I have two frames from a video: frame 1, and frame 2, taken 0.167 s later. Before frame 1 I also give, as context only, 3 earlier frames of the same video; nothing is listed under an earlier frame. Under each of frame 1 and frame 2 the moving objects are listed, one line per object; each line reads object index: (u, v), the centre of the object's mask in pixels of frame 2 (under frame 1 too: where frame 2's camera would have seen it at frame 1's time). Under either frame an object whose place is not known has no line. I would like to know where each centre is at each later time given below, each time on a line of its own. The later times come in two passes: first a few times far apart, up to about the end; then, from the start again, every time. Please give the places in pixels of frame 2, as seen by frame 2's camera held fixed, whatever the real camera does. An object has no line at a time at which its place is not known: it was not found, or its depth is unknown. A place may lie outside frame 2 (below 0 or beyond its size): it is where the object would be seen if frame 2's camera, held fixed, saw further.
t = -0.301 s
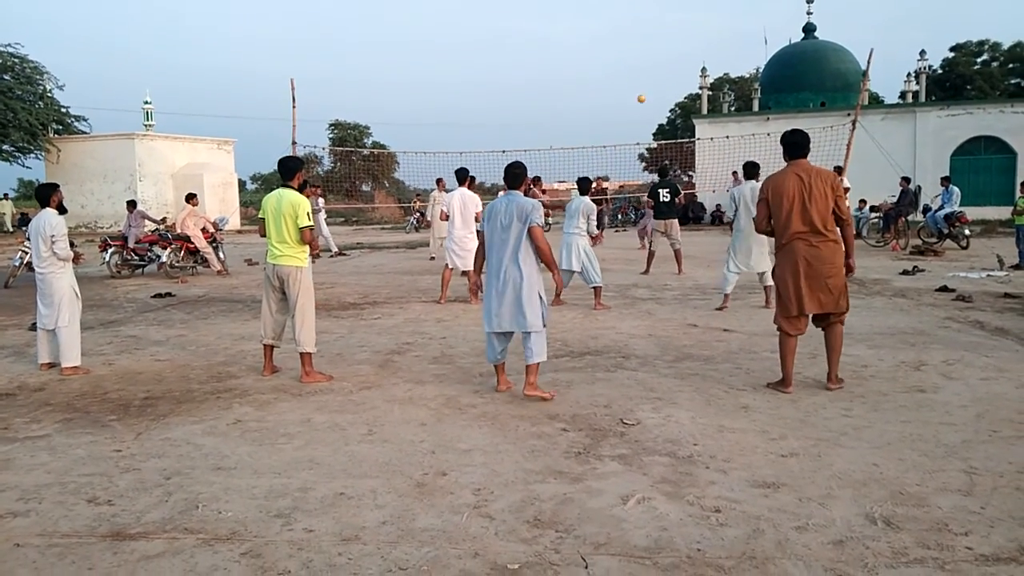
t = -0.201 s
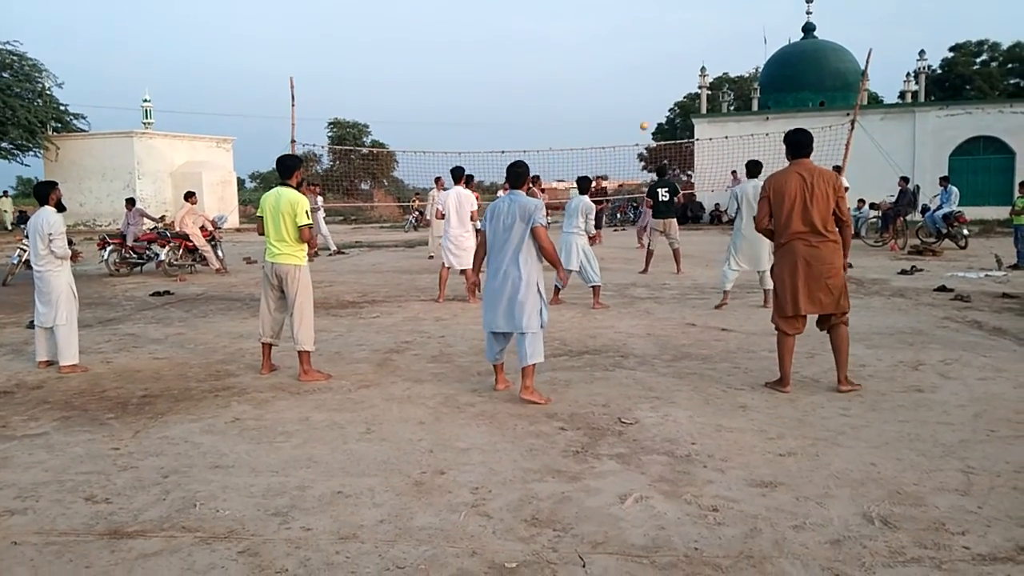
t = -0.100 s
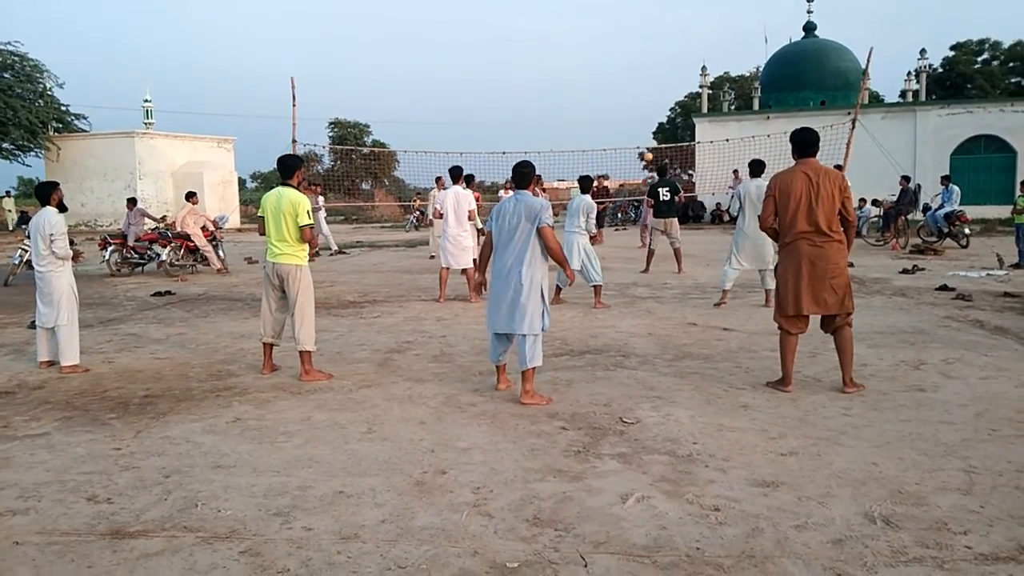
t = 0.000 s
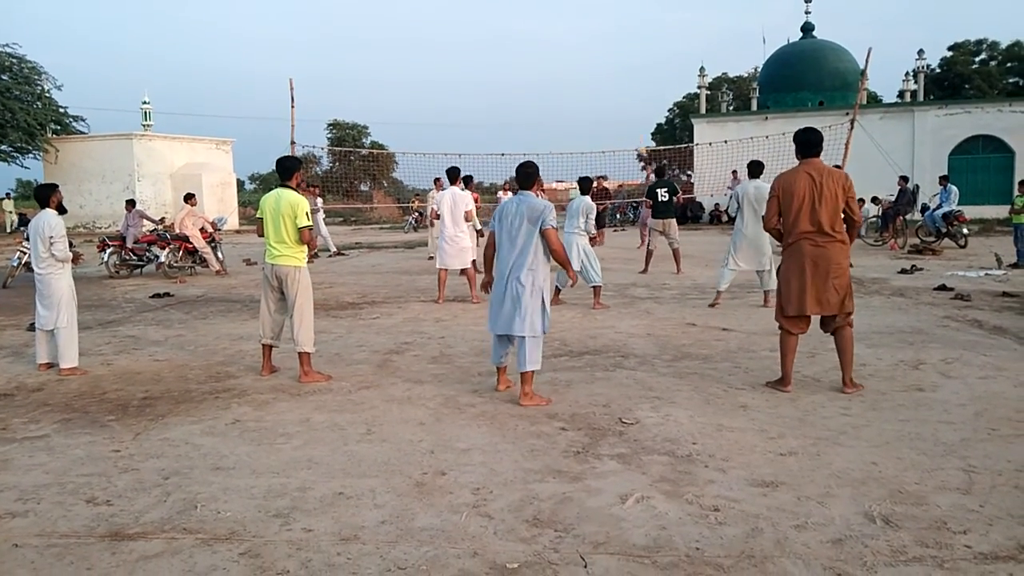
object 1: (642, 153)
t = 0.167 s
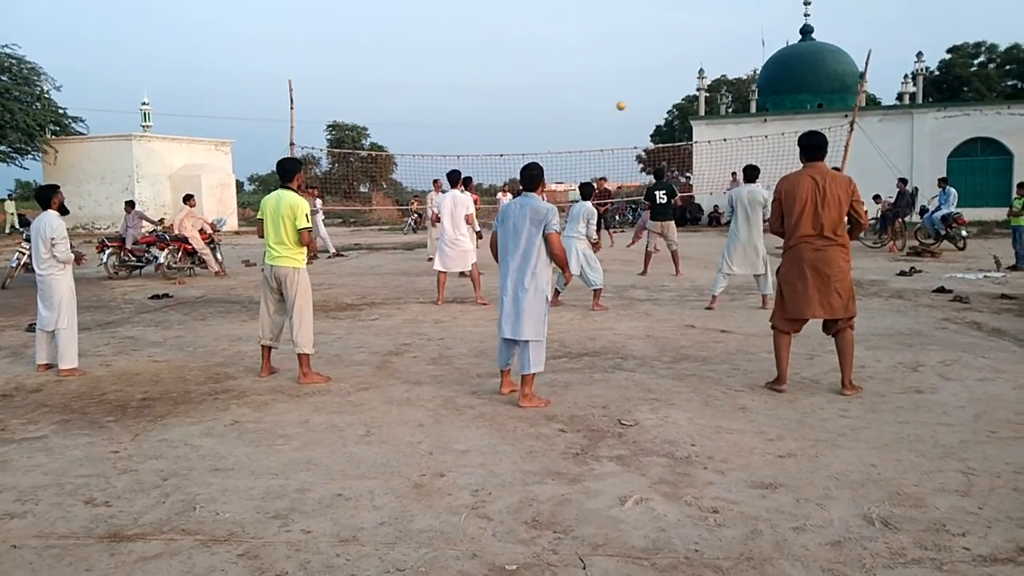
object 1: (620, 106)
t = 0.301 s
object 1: (603, 73)
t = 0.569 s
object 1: (560, 33)
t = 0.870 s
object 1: (487, 50)
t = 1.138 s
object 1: (409, 154)
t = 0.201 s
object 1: (616, 97)
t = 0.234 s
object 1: (612, 89)
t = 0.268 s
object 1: (607, 81)
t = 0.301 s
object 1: (603, 73)
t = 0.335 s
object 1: (598, 66)
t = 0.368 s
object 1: (593, 60)
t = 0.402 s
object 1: (588, 55)
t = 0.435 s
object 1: (583, 49)
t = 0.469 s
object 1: (577, 44)
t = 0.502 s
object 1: (572, 40)
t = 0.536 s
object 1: (566, 36)
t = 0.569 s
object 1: (560, 33)
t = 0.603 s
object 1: (554, 31)
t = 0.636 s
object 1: (547, 29)
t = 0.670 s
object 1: (541, 29)
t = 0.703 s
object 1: (527, 30)
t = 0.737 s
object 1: (519, 32)
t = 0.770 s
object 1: (512, 35)
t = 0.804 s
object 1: (504, 39)
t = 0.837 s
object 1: (496, 44)
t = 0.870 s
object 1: (487, 50)
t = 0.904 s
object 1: (478, 58)
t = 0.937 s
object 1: (469, 67)
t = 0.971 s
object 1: (460, 77)
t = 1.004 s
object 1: (450, 90)
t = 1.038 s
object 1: (441, 103)
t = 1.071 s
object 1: (430, 118)
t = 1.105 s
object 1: (420, 135)
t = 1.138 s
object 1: (409, 154)
